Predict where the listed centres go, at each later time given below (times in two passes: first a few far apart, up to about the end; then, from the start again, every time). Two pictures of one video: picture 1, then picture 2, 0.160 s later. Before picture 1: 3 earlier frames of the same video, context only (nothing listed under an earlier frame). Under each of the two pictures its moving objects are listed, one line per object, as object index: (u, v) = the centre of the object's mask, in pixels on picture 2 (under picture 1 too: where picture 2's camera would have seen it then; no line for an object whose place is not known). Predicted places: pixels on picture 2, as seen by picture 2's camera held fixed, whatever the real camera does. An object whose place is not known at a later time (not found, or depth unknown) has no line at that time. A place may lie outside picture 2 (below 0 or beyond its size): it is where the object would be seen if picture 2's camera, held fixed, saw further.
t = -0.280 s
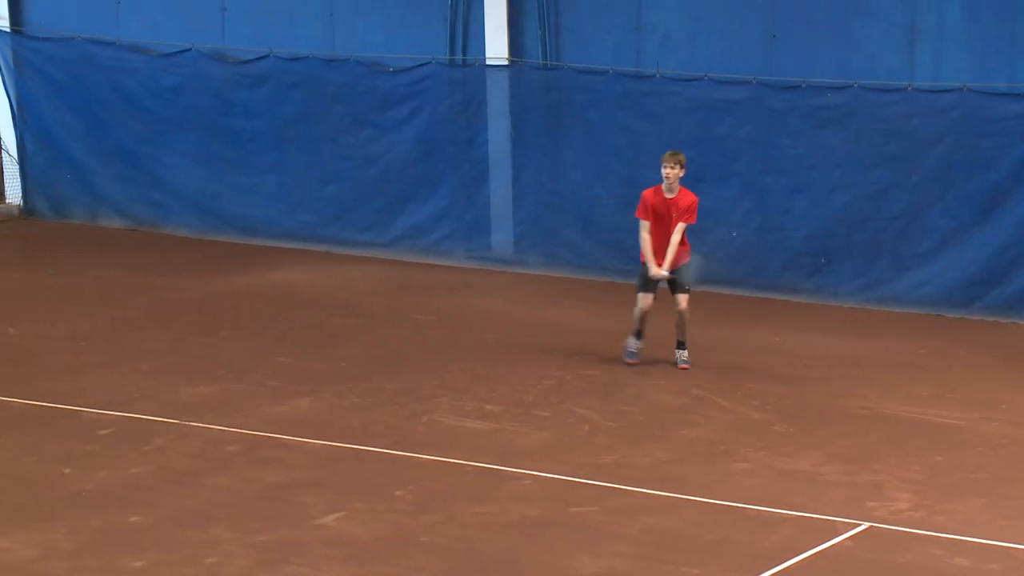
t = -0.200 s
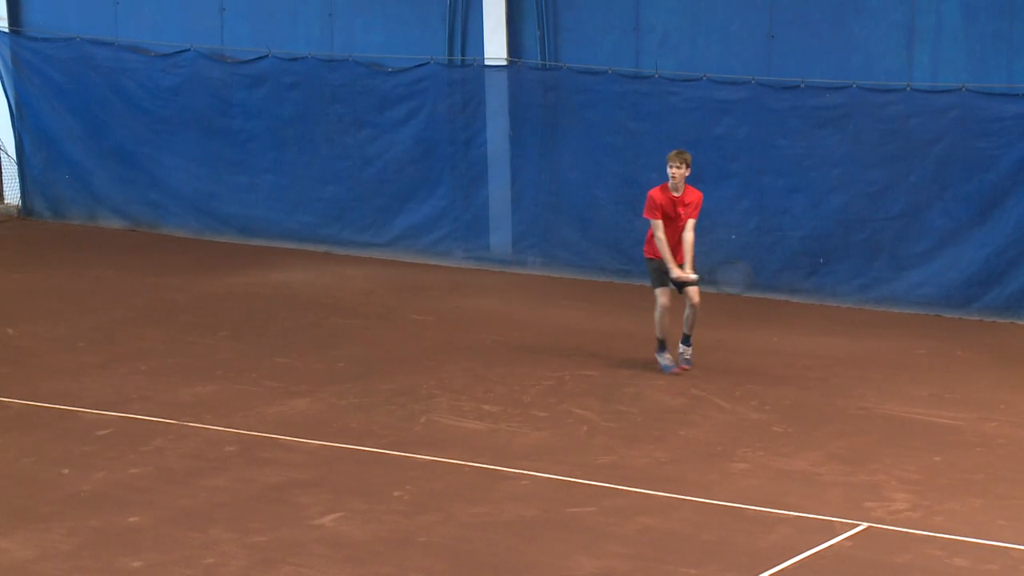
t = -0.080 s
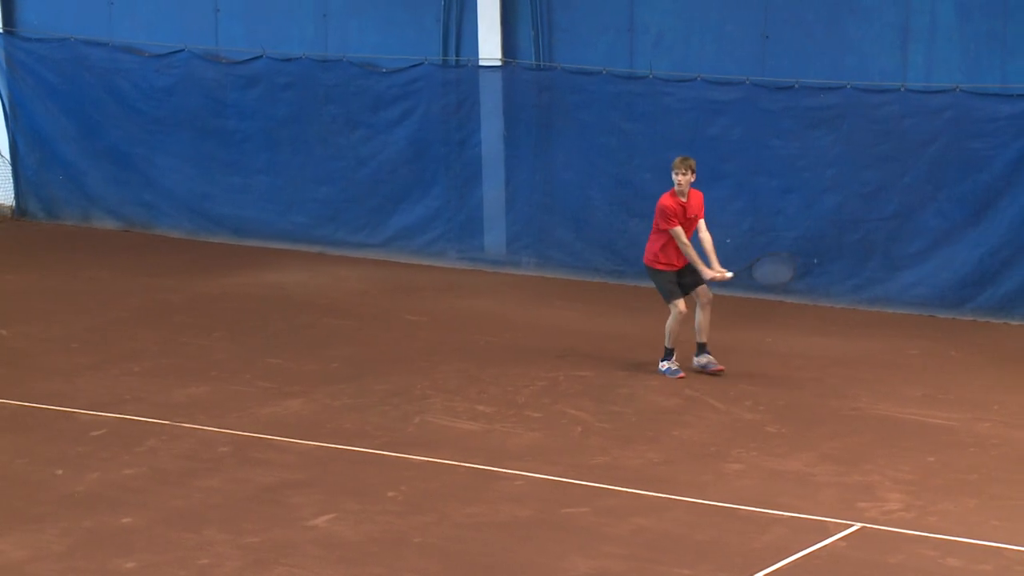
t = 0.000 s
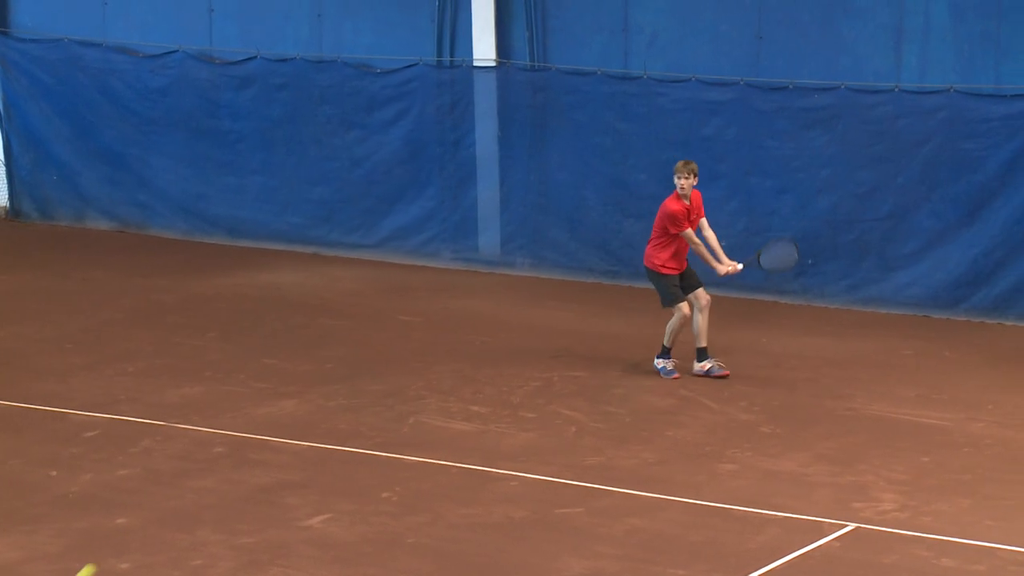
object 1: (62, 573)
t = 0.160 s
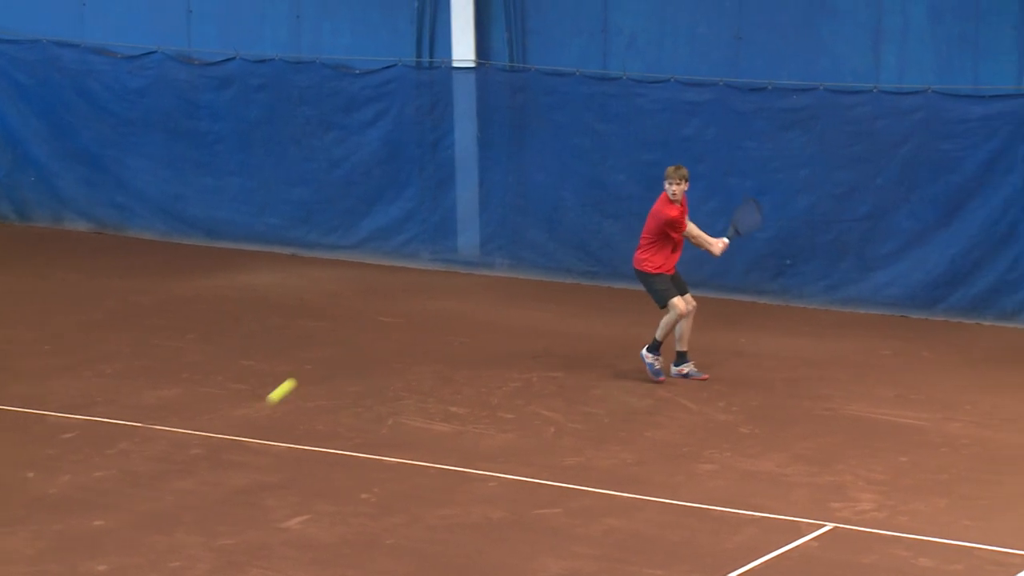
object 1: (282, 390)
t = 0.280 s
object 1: (420, 304)
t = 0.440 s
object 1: (573, 245)
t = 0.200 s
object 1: (330, 357)
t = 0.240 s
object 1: (376, 328)
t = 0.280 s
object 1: (420, 304)
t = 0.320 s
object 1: (461, 284)
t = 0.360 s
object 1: (501, 267)
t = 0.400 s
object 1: (538, 255)
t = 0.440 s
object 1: (573, 245)
